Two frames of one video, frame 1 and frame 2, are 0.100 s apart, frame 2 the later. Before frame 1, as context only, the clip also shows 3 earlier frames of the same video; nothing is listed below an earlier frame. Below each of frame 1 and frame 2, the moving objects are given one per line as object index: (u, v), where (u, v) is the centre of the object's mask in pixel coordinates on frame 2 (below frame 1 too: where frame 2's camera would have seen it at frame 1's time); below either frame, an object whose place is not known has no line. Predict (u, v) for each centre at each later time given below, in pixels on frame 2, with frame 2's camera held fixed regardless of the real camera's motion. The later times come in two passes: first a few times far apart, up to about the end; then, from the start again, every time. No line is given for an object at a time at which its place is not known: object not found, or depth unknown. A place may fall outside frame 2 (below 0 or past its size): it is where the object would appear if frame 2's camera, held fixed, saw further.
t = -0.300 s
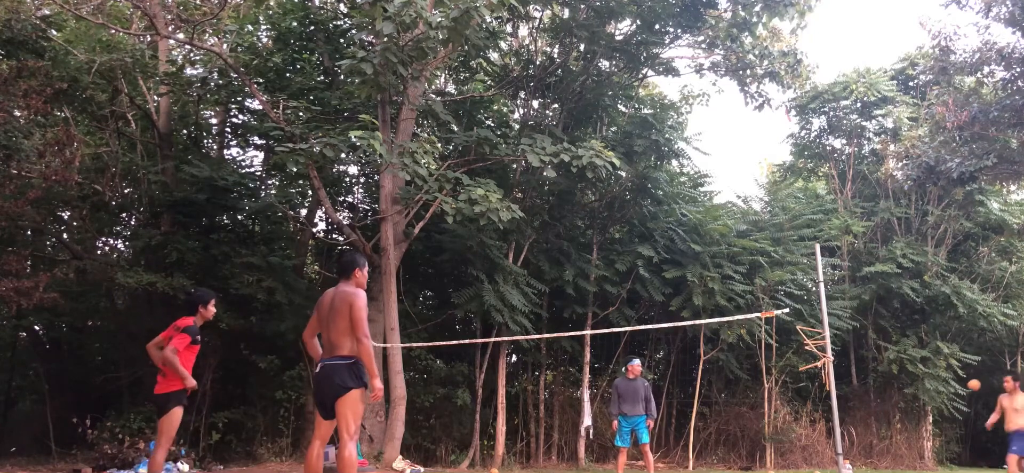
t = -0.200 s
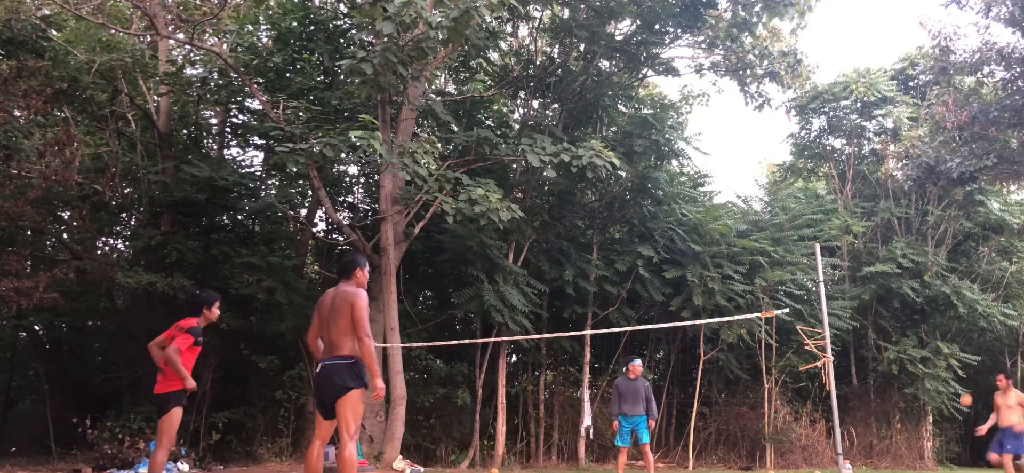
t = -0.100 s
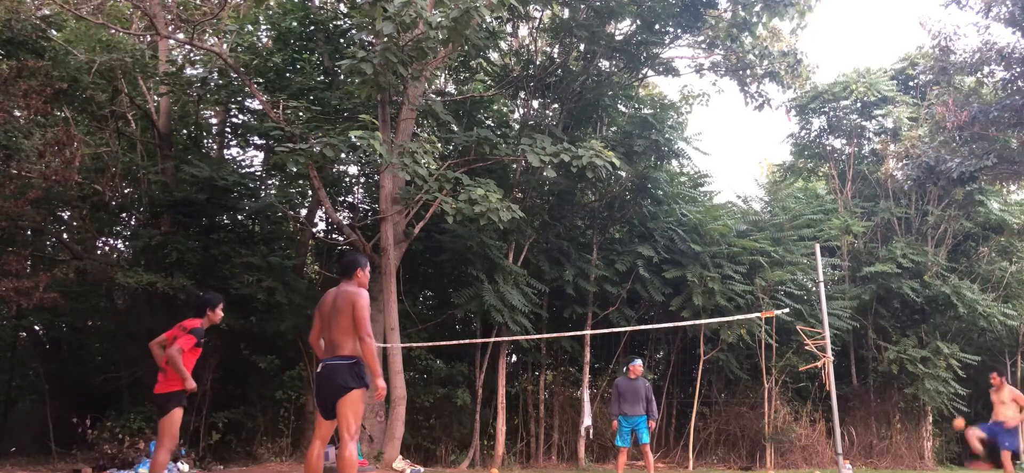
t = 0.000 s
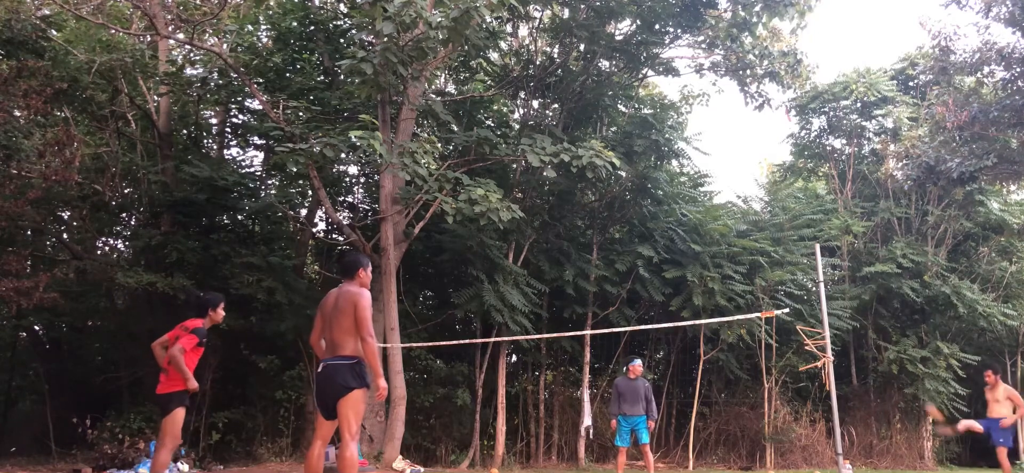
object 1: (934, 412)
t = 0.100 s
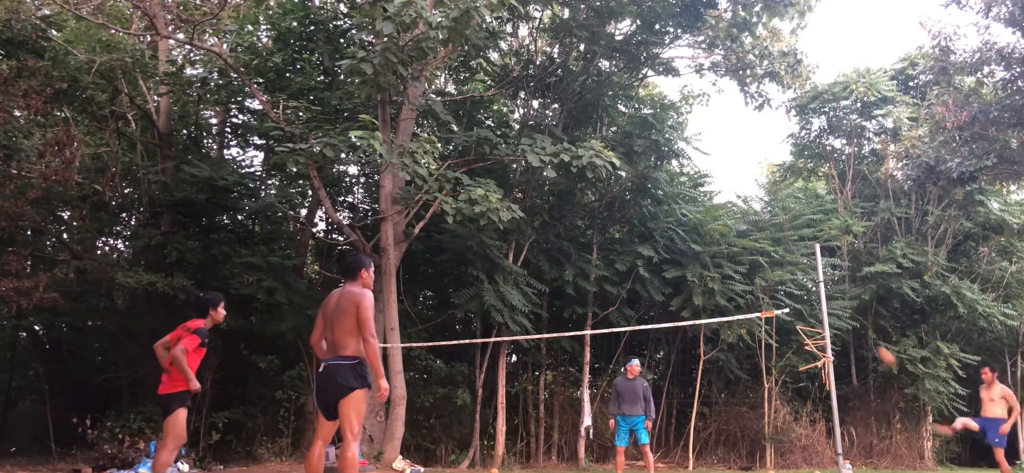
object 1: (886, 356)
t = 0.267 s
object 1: (804, 277)
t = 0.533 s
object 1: (663, 196)
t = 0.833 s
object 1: (479, 175)
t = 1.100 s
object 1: (261, 252)
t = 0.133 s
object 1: (869, 339)
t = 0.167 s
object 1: (854, 322)
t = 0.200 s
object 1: (837, 306)
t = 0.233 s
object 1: (823, 292)
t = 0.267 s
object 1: (804, 277)
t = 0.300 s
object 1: (787, 264)
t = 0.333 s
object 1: (772, 253)
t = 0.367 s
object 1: (753, 239)
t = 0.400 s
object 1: (736, 229)
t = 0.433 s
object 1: (718, 219)
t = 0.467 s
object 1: (701, 211)
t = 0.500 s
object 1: (681, 202)
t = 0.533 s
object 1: (663, 196)
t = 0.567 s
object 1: (645, 189)
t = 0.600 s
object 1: (626, 184)
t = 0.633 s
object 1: (606, 180)
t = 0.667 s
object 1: (585, 176)
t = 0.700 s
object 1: (566, 174)
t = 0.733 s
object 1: (544, 173)
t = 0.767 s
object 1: (524, 172)
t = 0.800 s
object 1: (500, 174)
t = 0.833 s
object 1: (479, 175)
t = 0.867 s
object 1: (456, 180)
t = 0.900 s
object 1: (429, 186)
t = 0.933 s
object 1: (404, 193)
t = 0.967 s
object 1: (381, 199)
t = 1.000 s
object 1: (351, 210)
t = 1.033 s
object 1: (326, 220)
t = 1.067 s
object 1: (294, 237)
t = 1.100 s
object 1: (261, 252)
